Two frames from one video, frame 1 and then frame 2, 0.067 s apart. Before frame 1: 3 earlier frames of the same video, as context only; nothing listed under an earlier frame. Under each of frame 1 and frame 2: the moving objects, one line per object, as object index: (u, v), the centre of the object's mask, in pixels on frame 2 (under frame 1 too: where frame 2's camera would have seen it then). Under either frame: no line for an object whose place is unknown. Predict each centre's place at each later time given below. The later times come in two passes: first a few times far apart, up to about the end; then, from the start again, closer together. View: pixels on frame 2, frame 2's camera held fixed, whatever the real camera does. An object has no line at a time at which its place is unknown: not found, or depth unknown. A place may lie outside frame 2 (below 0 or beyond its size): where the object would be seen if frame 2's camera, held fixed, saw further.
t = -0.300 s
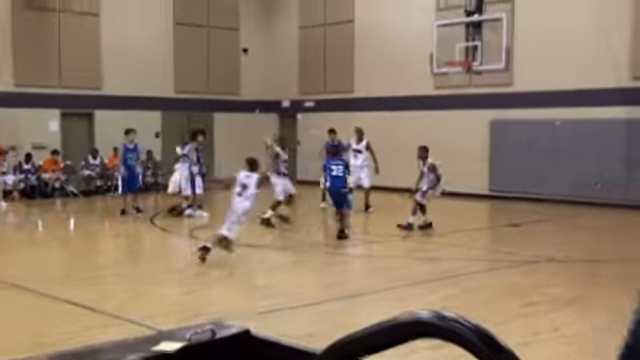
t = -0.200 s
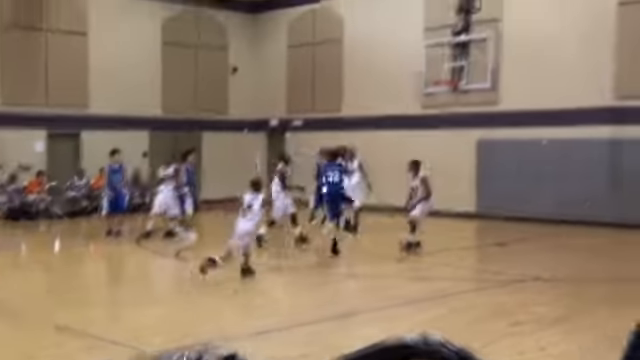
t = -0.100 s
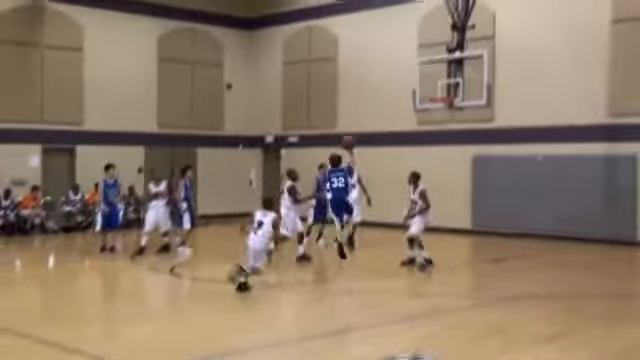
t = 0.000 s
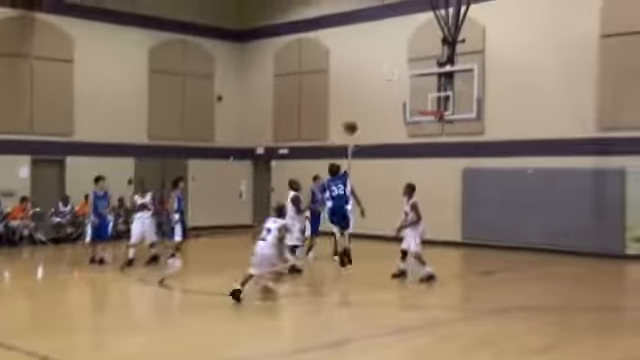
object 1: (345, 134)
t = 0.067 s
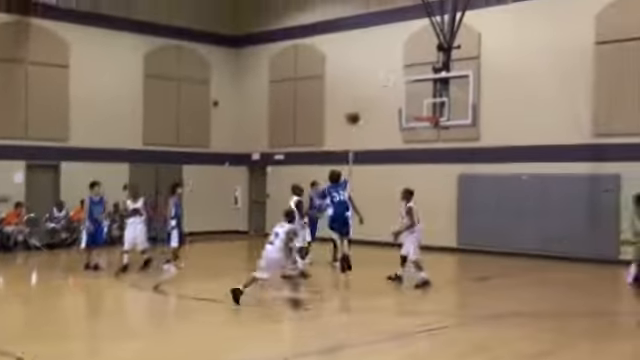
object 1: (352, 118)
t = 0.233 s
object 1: (371, 90)
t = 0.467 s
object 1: (392, 80)
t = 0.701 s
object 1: (412, 95)
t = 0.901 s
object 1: (430, 125)
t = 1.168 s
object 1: (428, 140)
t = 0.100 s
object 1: (356, 111)
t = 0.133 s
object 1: (361, 104)
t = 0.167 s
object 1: (364, 99)
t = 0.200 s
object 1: (367, 94)
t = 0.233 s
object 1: (371, 90)
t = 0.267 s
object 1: (374, 87)
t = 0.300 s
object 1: (377, 84)
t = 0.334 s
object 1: (381, 82)
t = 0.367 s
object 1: (384, 81)
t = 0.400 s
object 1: (387, 80)
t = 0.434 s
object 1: (390, 79)
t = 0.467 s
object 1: (392, 80)
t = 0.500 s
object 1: (395, 81)
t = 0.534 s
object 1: (398, 81)
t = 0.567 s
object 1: (401, 84)
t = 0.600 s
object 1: (404, 86)
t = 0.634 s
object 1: (407, 89)
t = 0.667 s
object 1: (410, 92)
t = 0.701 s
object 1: (412, 95)
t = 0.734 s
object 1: (415, 101)
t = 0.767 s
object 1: (418, 105)
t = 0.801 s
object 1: (420, 111)
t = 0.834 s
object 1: (421, 116)
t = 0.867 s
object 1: (423, 121)
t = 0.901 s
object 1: (430, 125)
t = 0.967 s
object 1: (429, 129)
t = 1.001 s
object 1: (429, 129)
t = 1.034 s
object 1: (429, 131)
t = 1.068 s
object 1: (429, 132)
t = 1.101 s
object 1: (429, 133)
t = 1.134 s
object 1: (428, 136)
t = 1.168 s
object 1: (428, 140)
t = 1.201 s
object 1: (428, 145)
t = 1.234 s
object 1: (428, 145)
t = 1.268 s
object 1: (428, 145)
